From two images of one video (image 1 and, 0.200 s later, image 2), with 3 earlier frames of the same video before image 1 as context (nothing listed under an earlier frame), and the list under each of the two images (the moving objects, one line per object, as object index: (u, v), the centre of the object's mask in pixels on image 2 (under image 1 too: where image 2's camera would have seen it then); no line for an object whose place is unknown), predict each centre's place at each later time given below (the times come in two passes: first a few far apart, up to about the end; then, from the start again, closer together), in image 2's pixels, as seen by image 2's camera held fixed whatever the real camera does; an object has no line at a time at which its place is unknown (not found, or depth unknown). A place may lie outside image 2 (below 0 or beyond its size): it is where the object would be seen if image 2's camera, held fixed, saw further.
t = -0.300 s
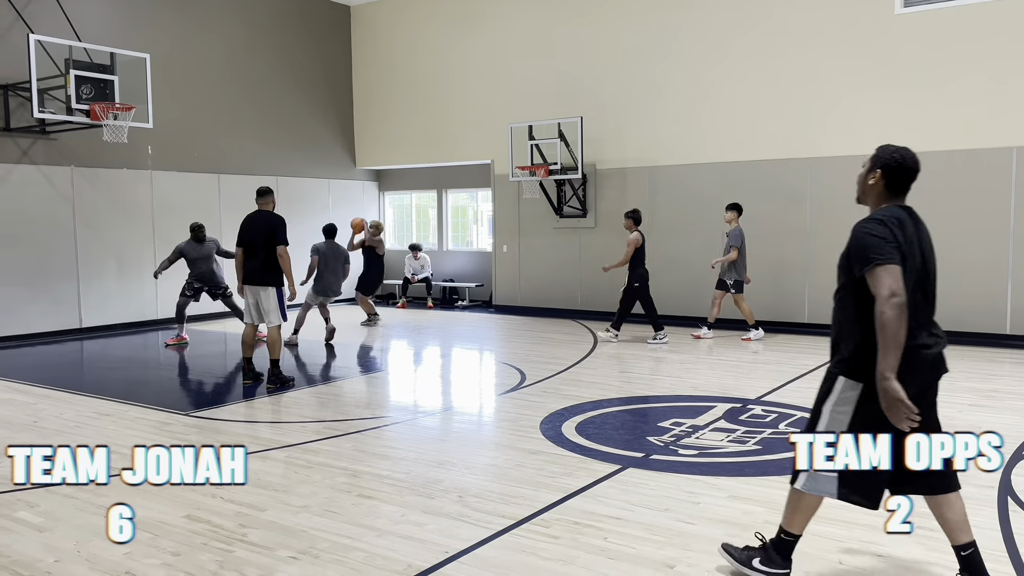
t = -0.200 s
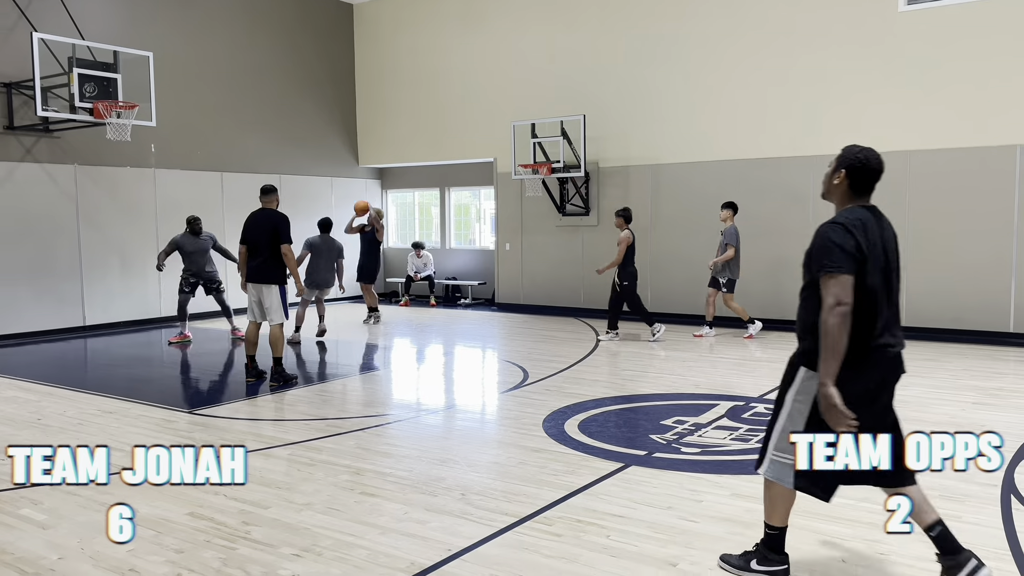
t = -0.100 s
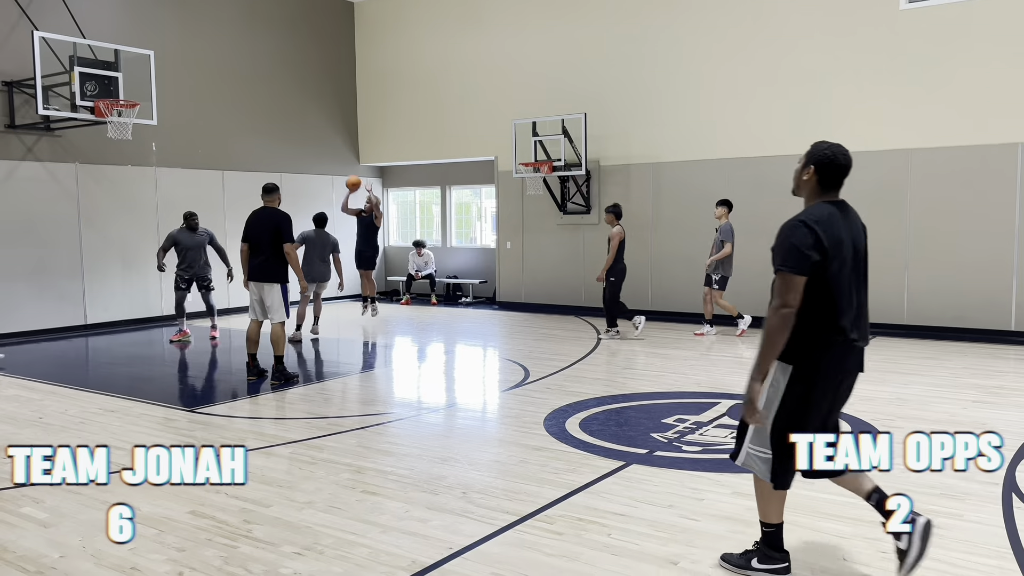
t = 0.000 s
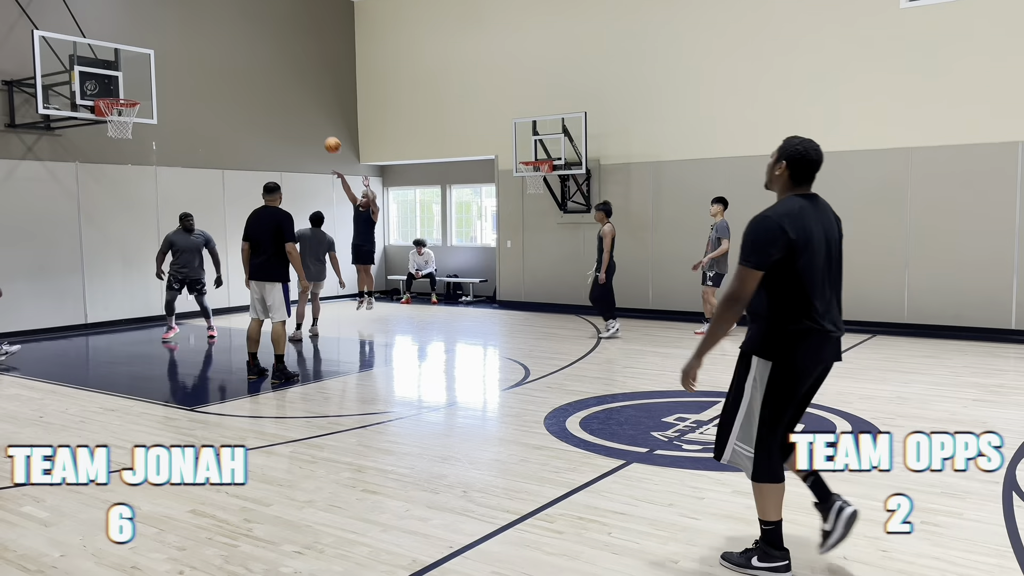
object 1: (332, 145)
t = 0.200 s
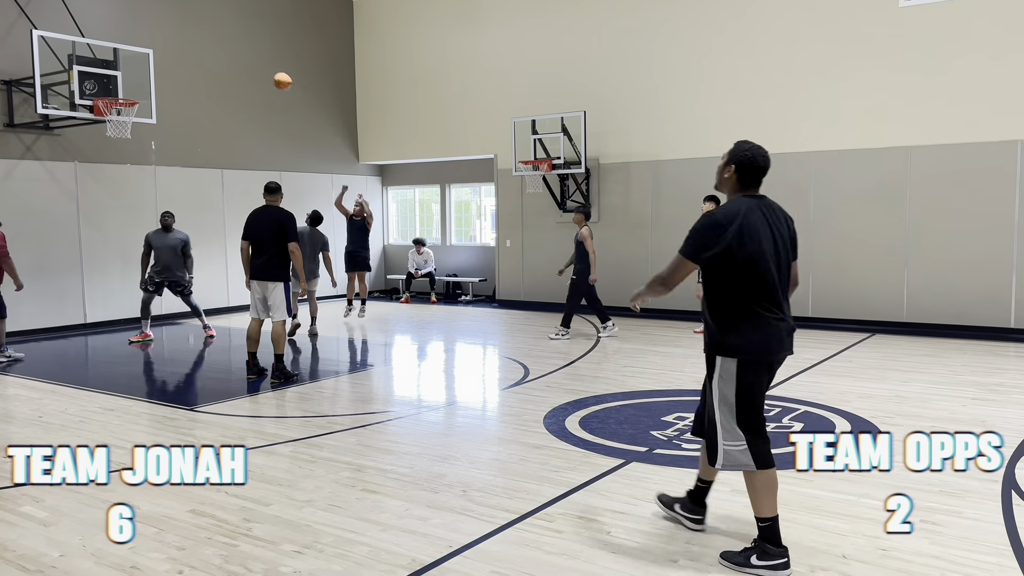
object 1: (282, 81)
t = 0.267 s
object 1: (265, 65)
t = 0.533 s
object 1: (194, 33)
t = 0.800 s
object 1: (119, 52)
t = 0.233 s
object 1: (274, 73)
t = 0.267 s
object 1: (265, 65)
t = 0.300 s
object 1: (256, 59)
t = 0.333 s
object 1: (248, 52)
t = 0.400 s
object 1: (231, 43)
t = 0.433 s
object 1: (222, 39)
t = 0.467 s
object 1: (212, 36)
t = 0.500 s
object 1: (204, 34)
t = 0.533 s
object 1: (194, 33)
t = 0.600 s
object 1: (176, 32)
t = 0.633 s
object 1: (167, 33)
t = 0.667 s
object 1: (157, 35)
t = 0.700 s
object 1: (148, 38)
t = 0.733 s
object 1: (139, 41)
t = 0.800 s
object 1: (119, 52)
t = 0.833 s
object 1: (110, 58)
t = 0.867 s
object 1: (100, 65)
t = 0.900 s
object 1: (96, 70)
